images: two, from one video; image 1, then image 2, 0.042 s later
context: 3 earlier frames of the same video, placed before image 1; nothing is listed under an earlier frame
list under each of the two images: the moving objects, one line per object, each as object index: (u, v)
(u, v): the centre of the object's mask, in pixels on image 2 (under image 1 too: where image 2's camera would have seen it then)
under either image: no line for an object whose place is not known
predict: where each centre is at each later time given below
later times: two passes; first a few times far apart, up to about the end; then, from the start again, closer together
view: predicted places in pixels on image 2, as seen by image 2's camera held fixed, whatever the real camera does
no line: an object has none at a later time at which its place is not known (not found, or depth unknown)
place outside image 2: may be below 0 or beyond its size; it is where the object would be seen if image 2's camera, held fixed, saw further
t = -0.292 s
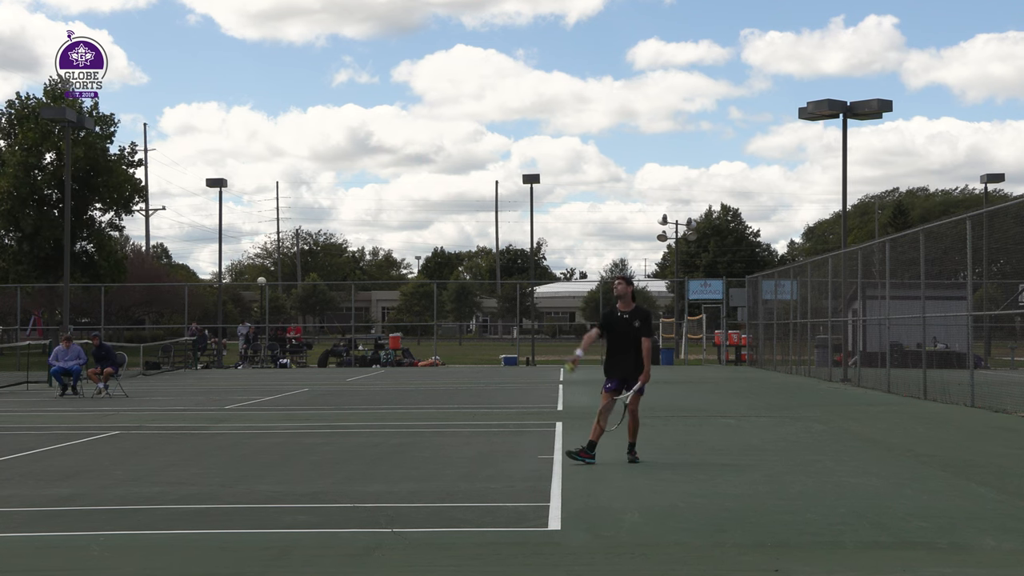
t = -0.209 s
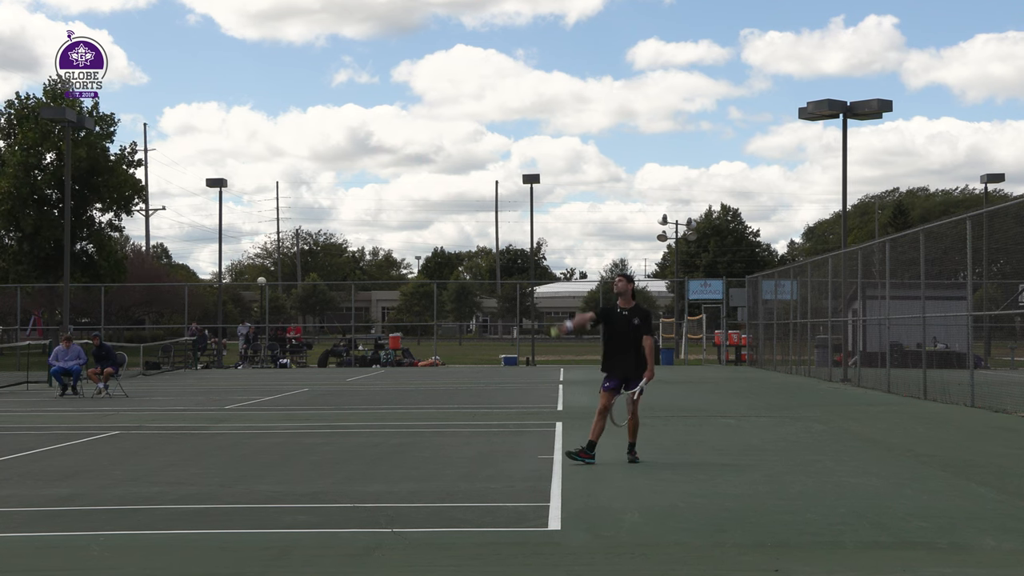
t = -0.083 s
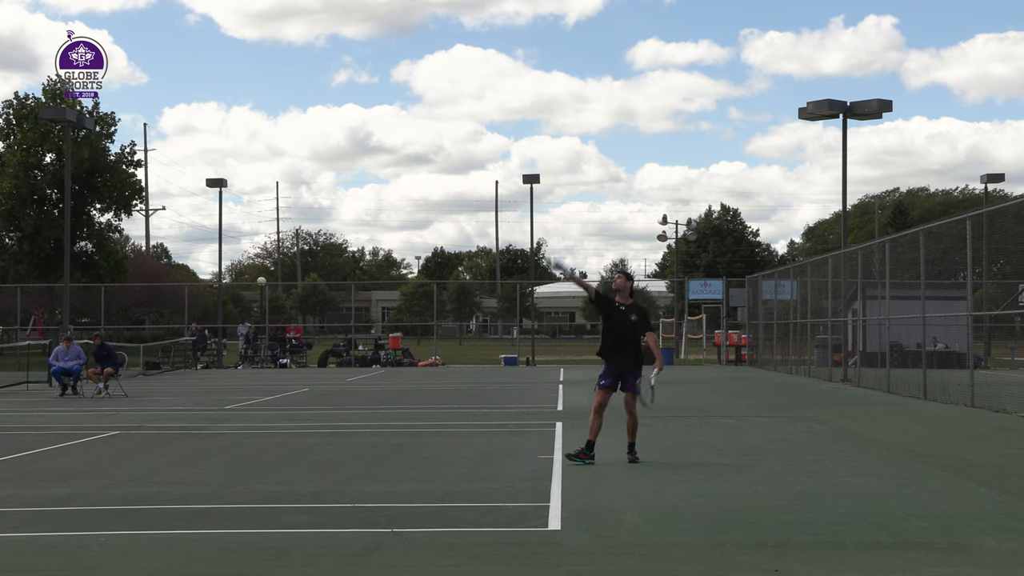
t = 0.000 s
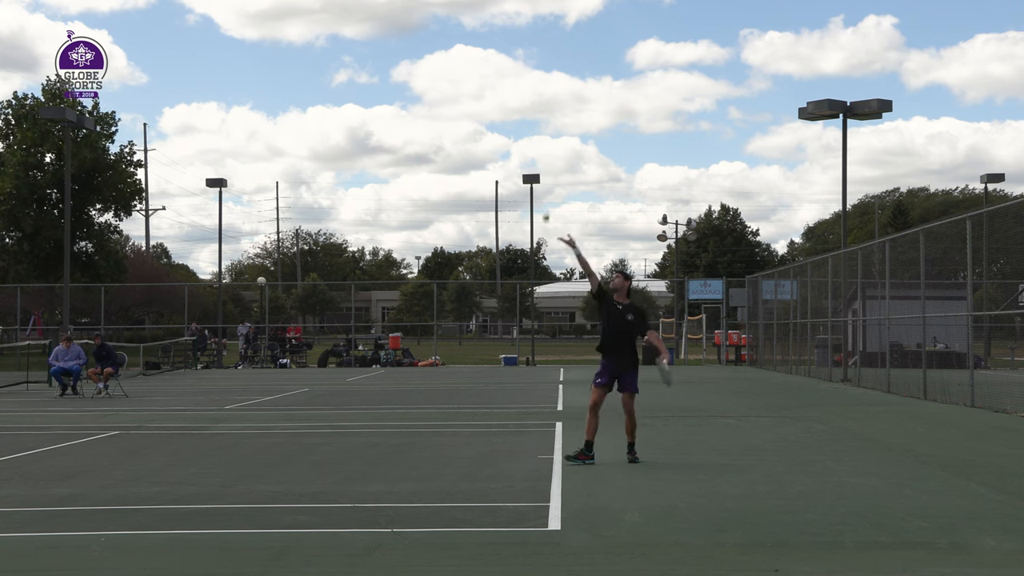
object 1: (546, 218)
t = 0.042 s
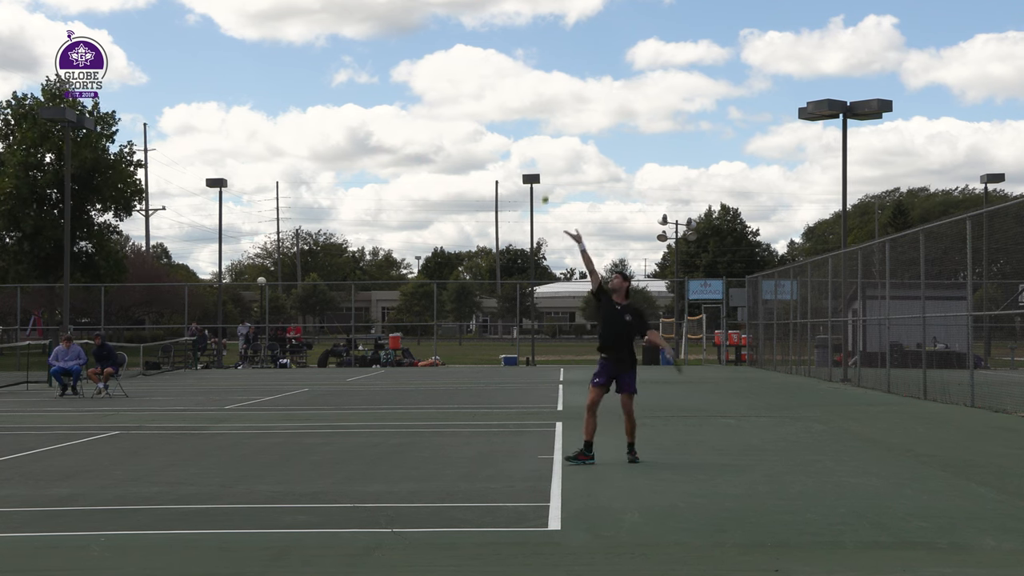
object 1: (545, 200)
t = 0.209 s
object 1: (540, 146)
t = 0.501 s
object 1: (526, 128)
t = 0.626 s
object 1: (517, 148)
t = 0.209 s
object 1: (540, 146)
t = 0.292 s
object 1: (536, 131)
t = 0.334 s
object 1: (534, 127)
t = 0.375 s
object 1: (532, 124)
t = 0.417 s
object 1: (530, 124)
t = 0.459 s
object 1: (528, 125)
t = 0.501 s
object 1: (526, 128)
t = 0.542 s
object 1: (523, 133)
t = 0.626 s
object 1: (517, 148)
